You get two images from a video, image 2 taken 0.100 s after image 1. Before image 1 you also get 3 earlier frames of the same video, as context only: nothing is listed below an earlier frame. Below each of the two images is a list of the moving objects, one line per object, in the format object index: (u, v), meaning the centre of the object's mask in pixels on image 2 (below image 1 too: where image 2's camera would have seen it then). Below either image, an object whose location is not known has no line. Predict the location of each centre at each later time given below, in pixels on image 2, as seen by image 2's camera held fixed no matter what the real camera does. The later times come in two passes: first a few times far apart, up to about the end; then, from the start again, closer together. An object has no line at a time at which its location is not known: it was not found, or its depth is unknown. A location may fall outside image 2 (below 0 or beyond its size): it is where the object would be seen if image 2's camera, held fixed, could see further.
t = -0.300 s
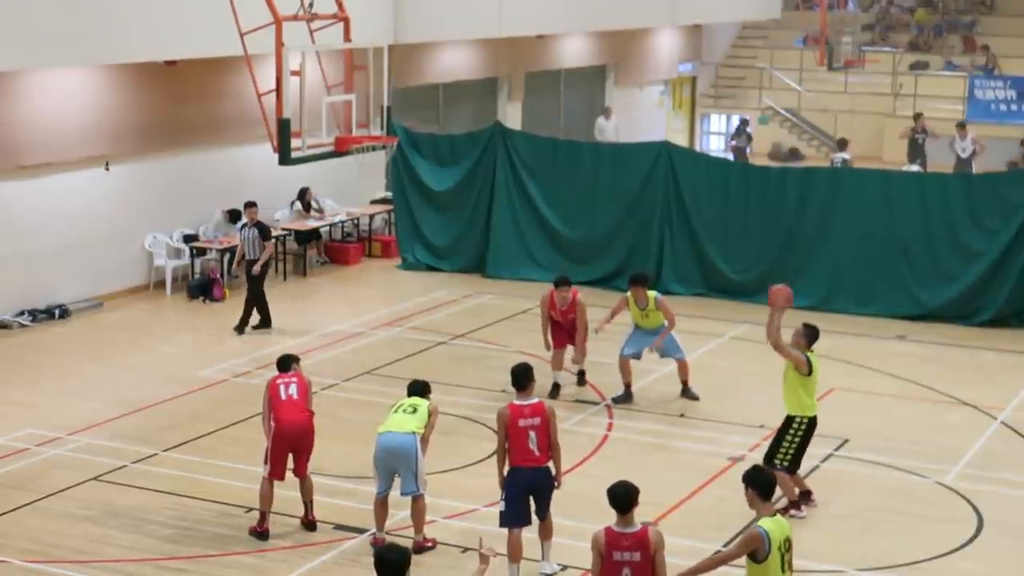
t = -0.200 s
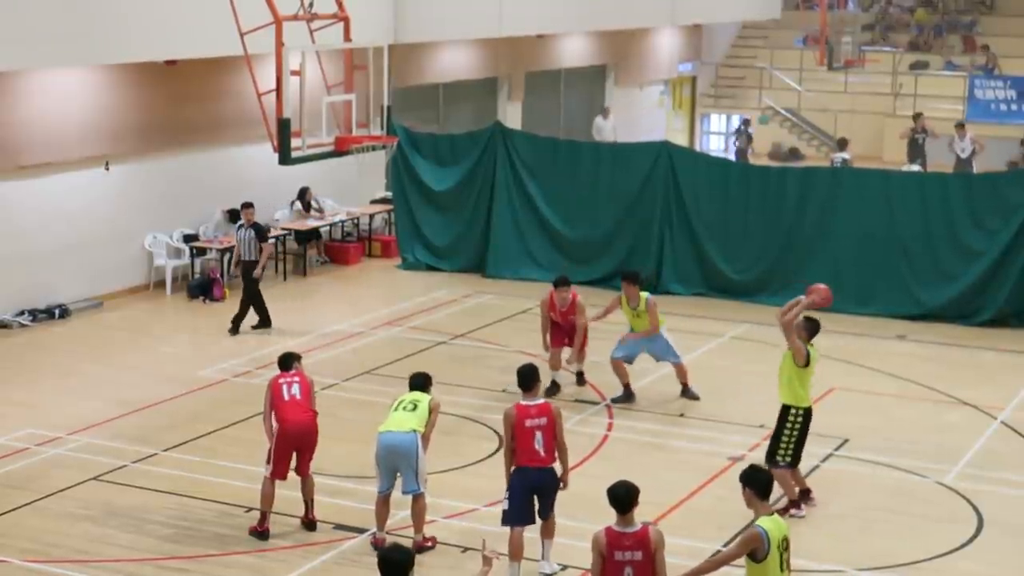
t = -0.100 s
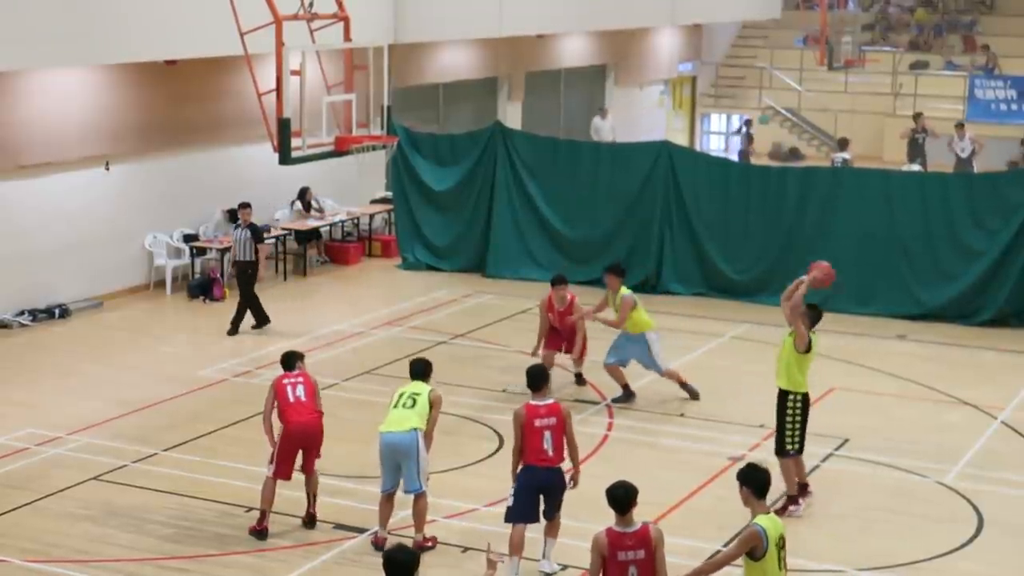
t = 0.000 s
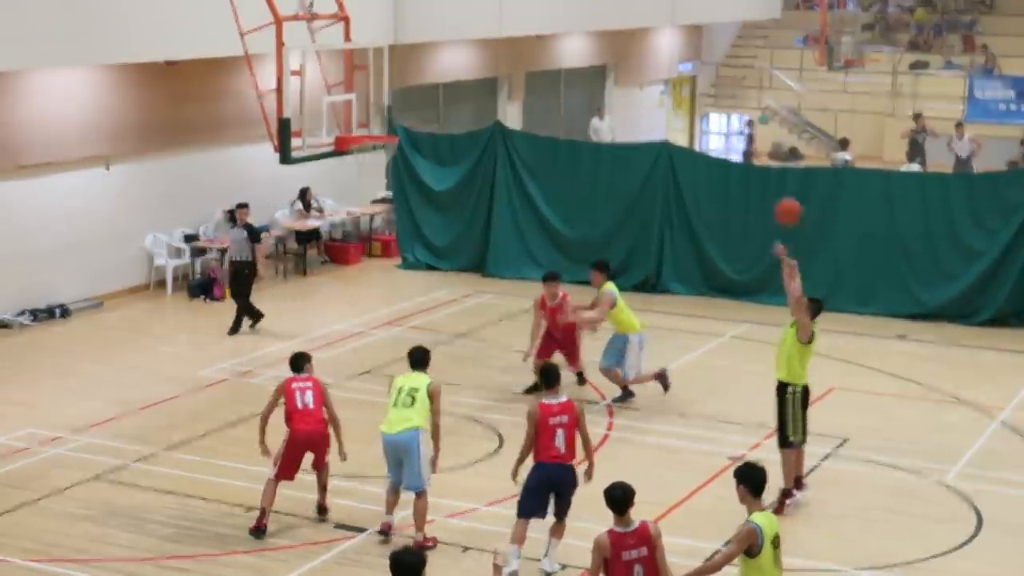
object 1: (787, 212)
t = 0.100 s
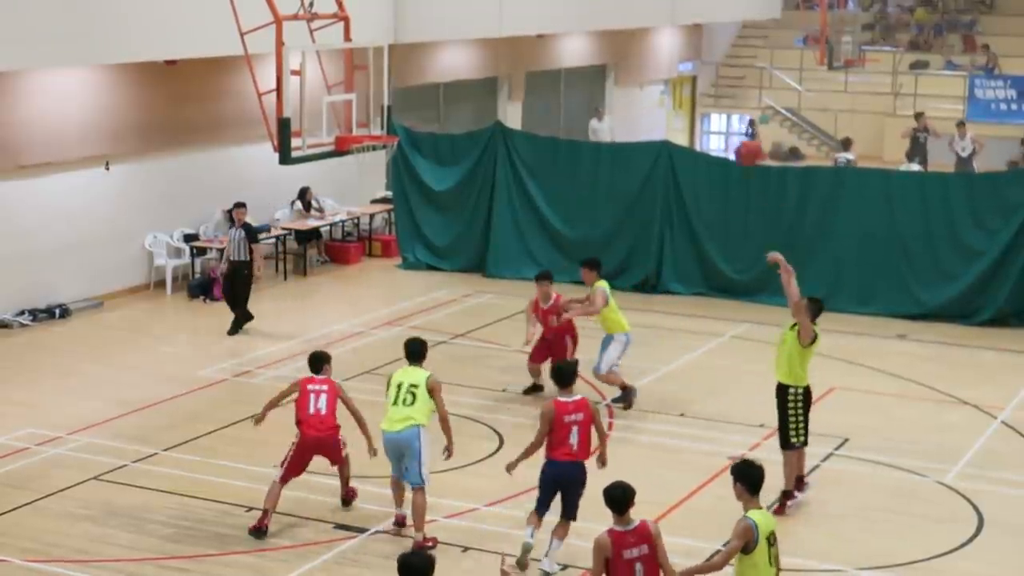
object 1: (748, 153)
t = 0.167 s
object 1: (719, 118)
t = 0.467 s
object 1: (598, 34)
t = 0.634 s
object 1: (532, 30)
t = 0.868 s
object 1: (445, 72)
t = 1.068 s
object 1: (379, 130)
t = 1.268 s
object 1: (380, 148)
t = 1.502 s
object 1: (376, 189)
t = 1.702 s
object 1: (373, 253)
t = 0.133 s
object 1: (733, 135)
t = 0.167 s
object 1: (719, 118)
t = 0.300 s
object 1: (665, 69)
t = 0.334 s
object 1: (651, 60)
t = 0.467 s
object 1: (598, 34)
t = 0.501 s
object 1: (584, 30)
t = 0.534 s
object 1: (571, 29)
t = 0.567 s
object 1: (557, 28)
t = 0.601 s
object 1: (545, 29)
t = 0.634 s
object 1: (532, 30)
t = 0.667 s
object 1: (519, 32)
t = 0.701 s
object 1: (506, 36)
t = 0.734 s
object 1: (494, 41)
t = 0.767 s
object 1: (481, 47)
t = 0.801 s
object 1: (469, 54)
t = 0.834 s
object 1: (456, 62)
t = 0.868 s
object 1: (445, 72)
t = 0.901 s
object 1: (433, 82)
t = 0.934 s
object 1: (421, 93)
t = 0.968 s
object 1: (409, 106)
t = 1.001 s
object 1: (397, 120)
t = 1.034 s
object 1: (388, 129)
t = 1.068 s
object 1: (379, 130)
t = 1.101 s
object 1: (369, 130)
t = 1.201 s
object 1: (375, 142)
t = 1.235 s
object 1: (379, 145)
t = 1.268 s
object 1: (380, 148)
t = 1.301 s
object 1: (379, 152)
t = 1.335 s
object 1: (377, 157)
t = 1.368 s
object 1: (378, 164)
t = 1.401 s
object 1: (377, 169)
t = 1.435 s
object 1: (377, 174)
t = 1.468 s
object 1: (376, 181)
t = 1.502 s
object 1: (376, 189)
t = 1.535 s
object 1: (375, 197)
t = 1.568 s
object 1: (374, 207)
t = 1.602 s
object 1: (373, 217)
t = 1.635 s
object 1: (372, 229)
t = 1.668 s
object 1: (372, 243)
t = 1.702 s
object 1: (373, 253)
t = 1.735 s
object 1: (369, 268)
